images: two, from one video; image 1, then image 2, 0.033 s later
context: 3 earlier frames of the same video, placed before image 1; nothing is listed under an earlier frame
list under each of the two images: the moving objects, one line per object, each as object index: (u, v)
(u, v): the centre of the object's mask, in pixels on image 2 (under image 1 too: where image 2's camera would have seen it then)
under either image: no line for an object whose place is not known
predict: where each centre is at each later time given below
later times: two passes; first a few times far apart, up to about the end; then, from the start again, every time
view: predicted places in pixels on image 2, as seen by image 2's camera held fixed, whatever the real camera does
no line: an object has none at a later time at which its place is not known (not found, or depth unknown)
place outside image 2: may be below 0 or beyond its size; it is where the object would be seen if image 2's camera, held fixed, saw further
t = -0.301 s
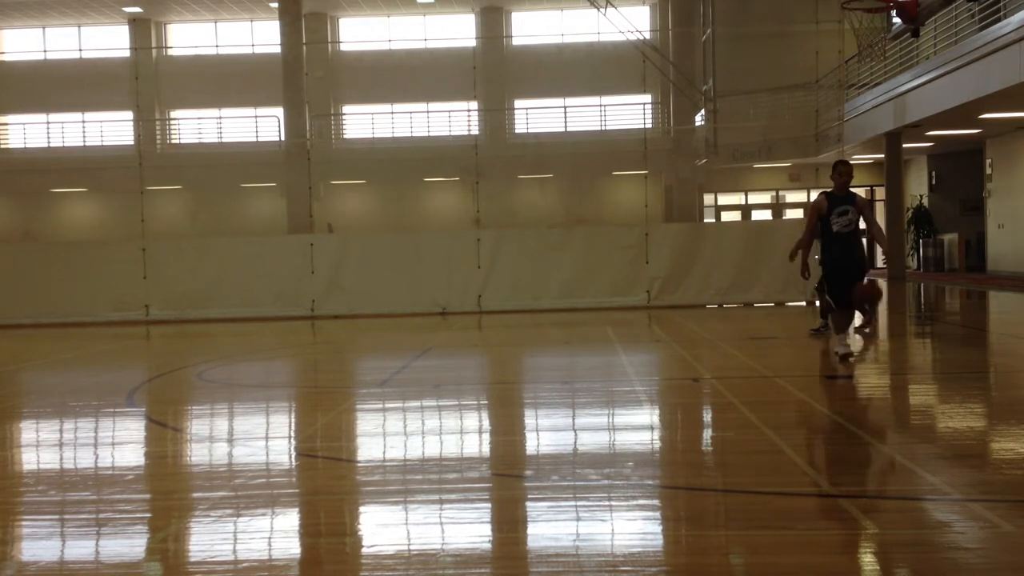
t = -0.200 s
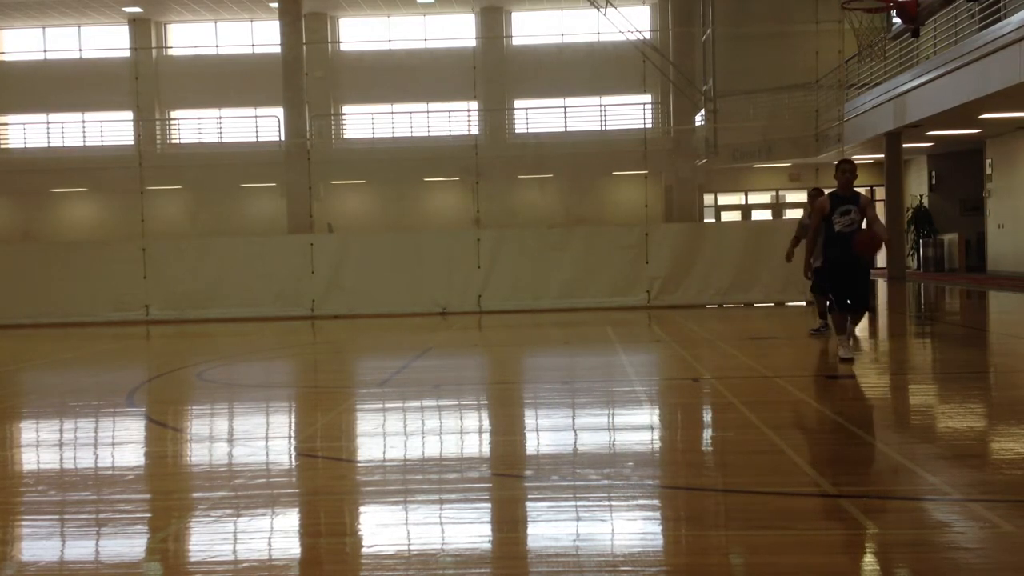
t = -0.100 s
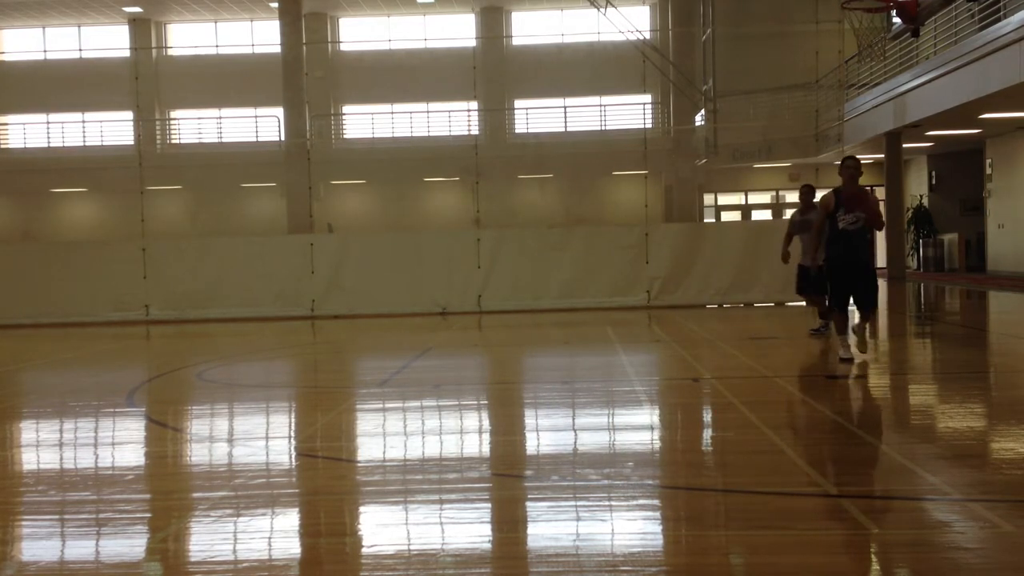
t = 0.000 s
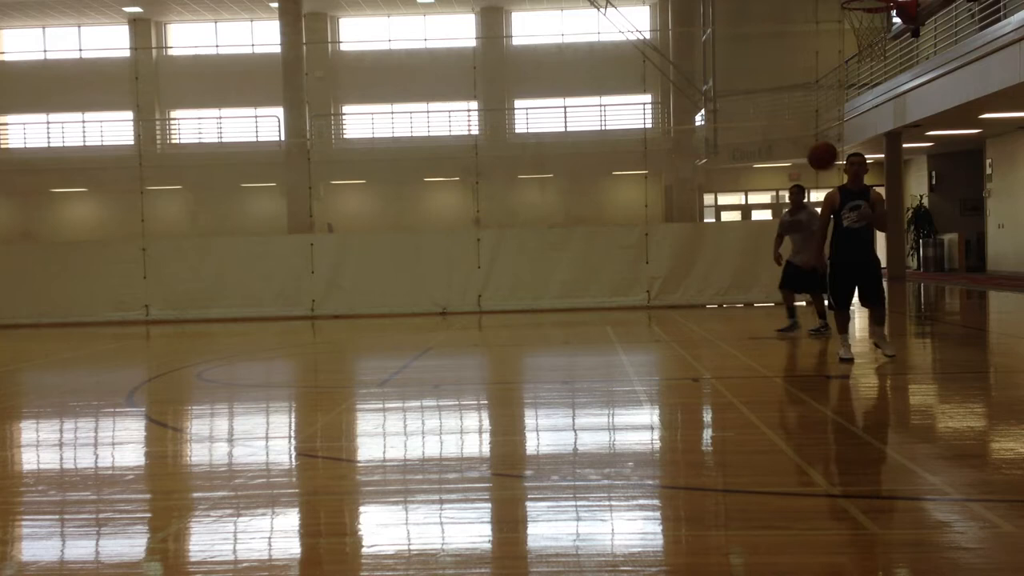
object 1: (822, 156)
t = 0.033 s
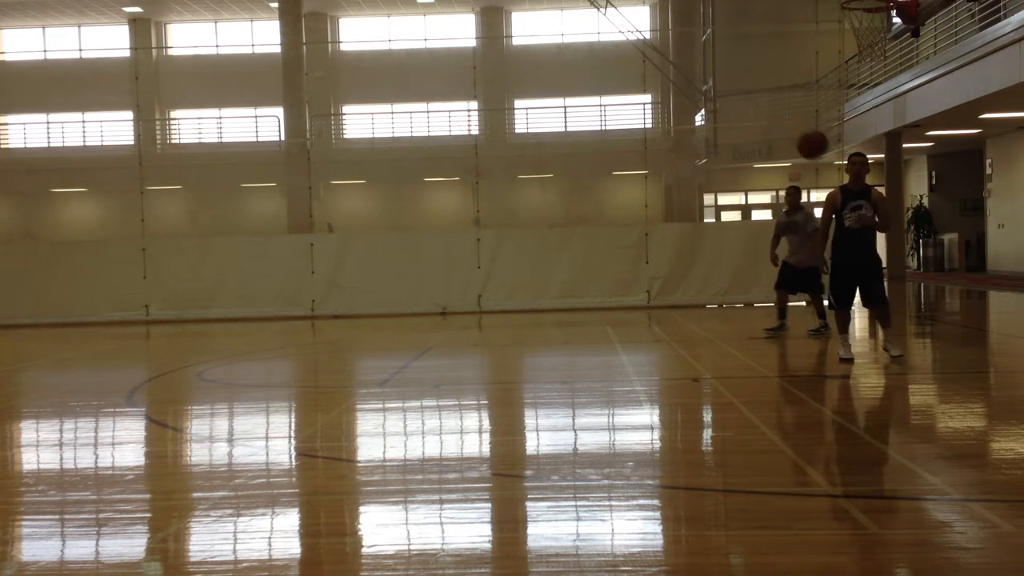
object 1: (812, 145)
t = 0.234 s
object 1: (753, 107)
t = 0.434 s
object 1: (697, 116)
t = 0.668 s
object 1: (637, 184)
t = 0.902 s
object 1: (582, 307)
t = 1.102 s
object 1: (552, 288)
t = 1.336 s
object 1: (524, 228)
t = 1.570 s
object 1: (497, 226)
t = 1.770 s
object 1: (476, 270)
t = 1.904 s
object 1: (464, 322)
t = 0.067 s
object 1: (802, 135)
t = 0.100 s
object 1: (792, 127)
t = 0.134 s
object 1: (782, 120)
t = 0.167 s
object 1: (772, 114)
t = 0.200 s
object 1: (763, 110)
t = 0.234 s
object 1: (753, 107)
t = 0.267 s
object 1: (743, 105)
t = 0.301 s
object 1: (734, 105)
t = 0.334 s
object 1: (725, 106)
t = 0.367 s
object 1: (716, 108)
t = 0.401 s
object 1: (707, 111)
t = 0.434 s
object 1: (697, 116)
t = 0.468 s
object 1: (688, 122)
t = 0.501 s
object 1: (680, 129)
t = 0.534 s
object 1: (671, 137)
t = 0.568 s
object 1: (663, 147)
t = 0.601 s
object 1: (654, 158)
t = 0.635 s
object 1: (646, 169)
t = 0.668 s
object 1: (637, 184)
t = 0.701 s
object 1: (629, 198)
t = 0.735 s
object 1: (621, 213)
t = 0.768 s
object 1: (613, 229)
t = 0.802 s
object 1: (605, 247)
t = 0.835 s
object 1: (598, 266)
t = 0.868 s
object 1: (590, 286)
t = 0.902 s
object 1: (582, 307)
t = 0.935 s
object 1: (575, 329)
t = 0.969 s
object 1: (568, 346)
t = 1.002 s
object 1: (564, 331)
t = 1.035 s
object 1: (560, 316)
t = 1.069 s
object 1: (556, 301)
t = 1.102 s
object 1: (552, 288)
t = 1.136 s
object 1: (547, 276)
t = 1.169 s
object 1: (543, 265)
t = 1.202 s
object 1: (539, 256)
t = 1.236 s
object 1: (536, 247)
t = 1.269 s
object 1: (532, 239)
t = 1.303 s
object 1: (527, 233)
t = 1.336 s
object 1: (524, 228)
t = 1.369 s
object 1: (519, 224)
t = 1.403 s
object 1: (516, 222)
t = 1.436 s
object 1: (512, 220)
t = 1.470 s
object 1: (508, 220)
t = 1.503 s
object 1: (504, 220)
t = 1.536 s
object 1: (501, 222)
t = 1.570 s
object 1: (497, 226)
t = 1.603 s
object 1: (494, 230)
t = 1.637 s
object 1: (490, 236)
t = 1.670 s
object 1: (486, 243)
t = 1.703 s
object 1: (483, 250)
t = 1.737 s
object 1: (480, 259)
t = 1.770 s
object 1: (476, 270)
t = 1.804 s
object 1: (473, 281)
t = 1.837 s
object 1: (470, 294)
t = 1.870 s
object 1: (467, 308)
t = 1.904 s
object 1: (464, 322)
